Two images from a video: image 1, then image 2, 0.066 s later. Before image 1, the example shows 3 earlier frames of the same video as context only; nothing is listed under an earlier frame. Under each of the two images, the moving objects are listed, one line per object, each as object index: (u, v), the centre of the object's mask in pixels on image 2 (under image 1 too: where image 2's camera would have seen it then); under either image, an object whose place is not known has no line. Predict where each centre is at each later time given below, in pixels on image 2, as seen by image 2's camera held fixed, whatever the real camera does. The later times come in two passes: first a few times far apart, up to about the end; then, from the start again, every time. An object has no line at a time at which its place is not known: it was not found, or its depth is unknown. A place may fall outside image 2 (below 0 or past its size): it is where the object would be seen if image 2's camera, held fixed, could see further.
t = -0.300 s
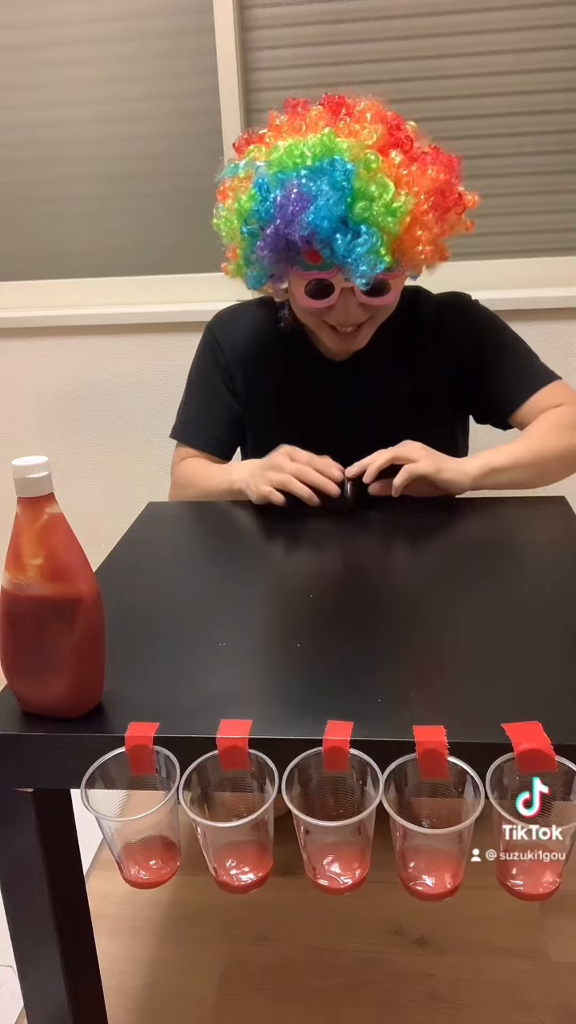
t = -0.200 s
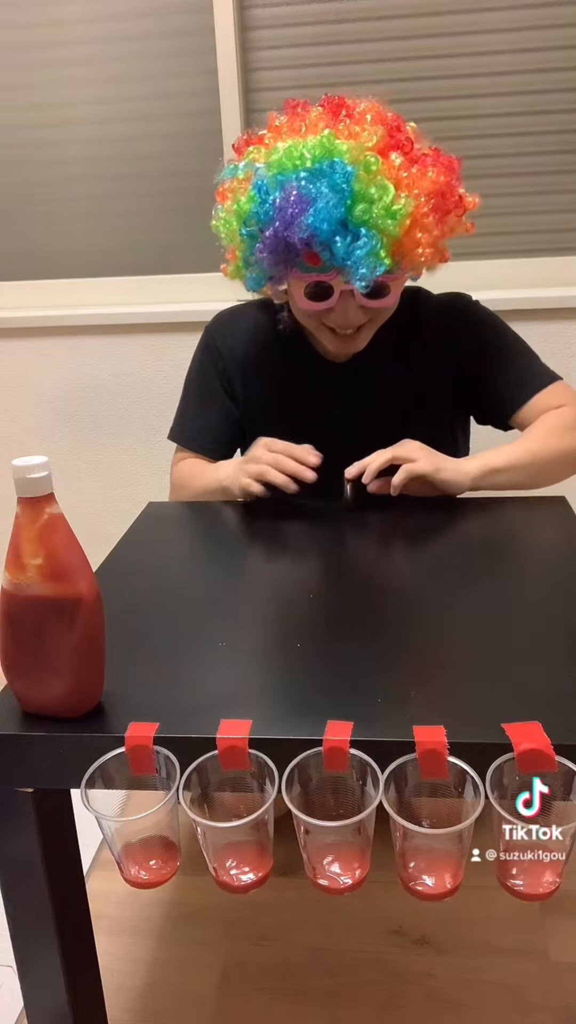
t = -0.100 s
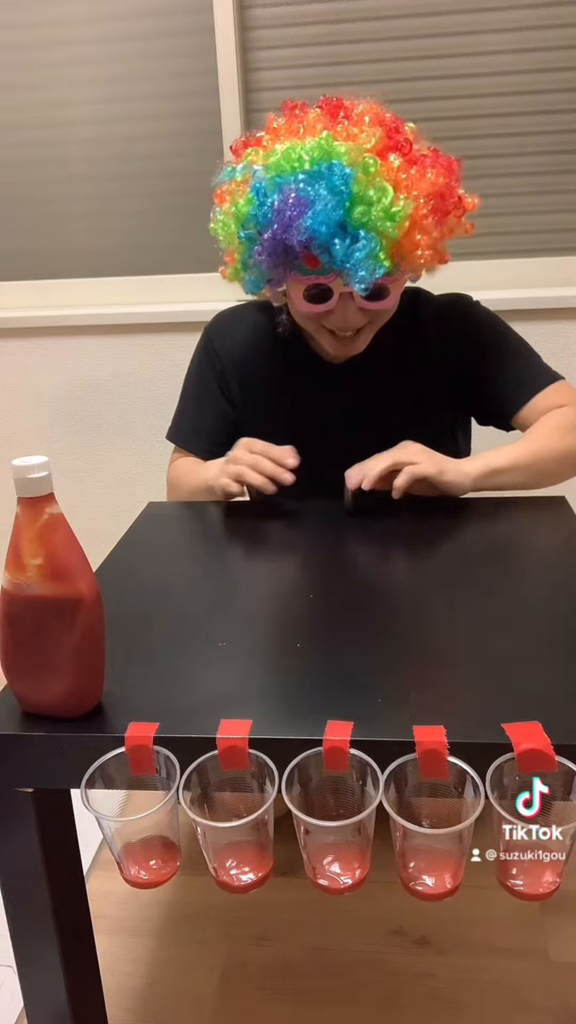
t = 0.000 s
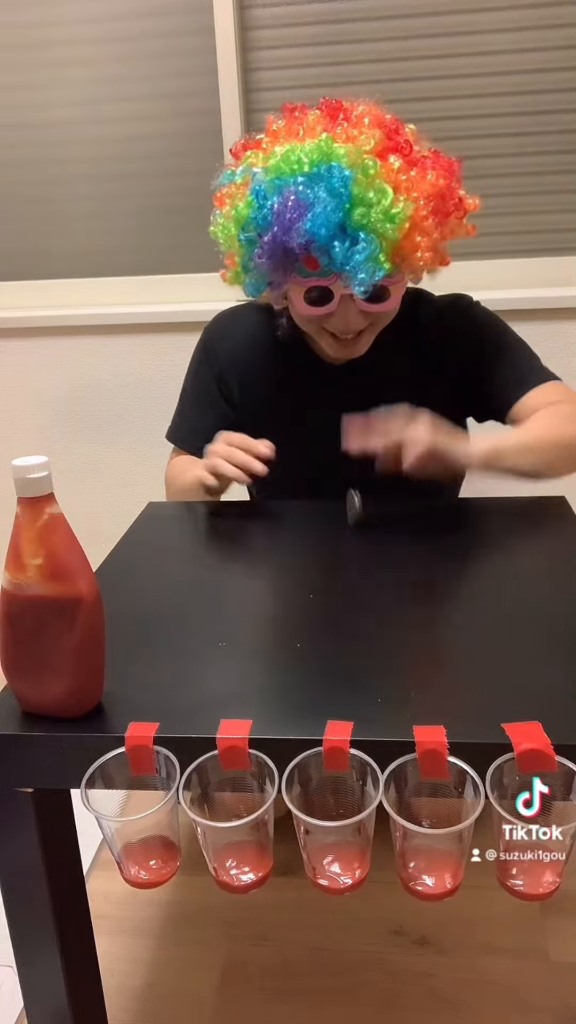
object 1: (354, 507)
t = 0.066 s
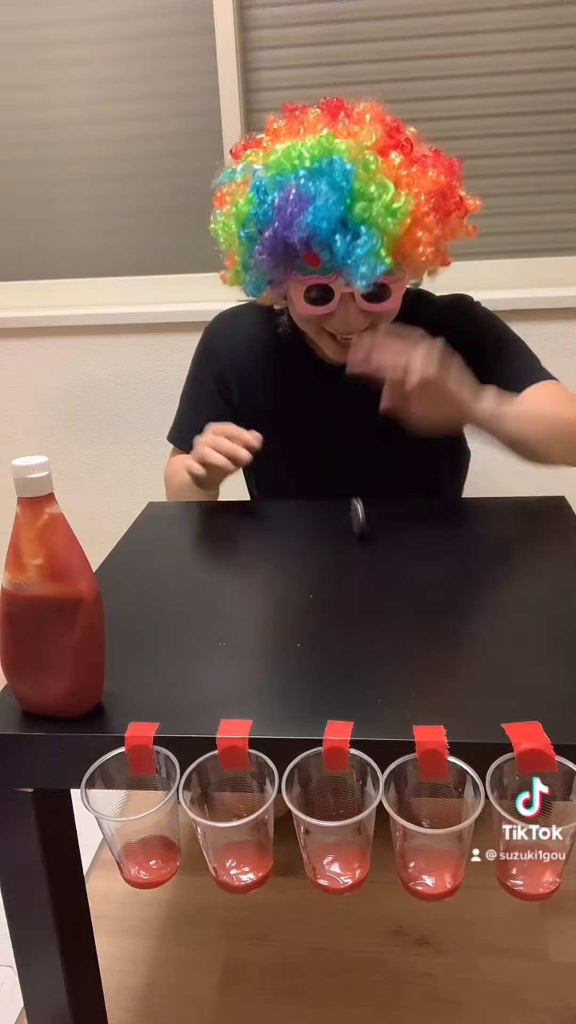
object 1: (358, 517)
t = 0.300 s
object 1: (383, 555)
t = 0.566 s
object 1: (419, 602)
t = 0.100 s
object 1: (360, 521)
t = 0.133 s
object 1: (364, 527)
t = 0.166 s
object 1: (367, 533)
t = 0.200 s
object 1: (371, 539)
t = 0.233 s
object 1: (374, 544)
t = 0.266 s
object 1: (378, 549)
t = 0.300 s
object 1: (383, 555)
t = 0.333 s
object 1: (388, 560)
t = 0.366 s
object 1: (391, 565)
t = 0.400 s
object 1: (395, 572)
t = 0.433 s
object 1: (399, 577)
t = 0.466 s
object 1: (403, 583)
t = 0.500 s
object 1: (410, 590)
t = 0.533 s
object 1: (415, 596)
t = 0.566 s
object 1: (419, 602)
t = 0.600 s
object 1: (425, 609)
